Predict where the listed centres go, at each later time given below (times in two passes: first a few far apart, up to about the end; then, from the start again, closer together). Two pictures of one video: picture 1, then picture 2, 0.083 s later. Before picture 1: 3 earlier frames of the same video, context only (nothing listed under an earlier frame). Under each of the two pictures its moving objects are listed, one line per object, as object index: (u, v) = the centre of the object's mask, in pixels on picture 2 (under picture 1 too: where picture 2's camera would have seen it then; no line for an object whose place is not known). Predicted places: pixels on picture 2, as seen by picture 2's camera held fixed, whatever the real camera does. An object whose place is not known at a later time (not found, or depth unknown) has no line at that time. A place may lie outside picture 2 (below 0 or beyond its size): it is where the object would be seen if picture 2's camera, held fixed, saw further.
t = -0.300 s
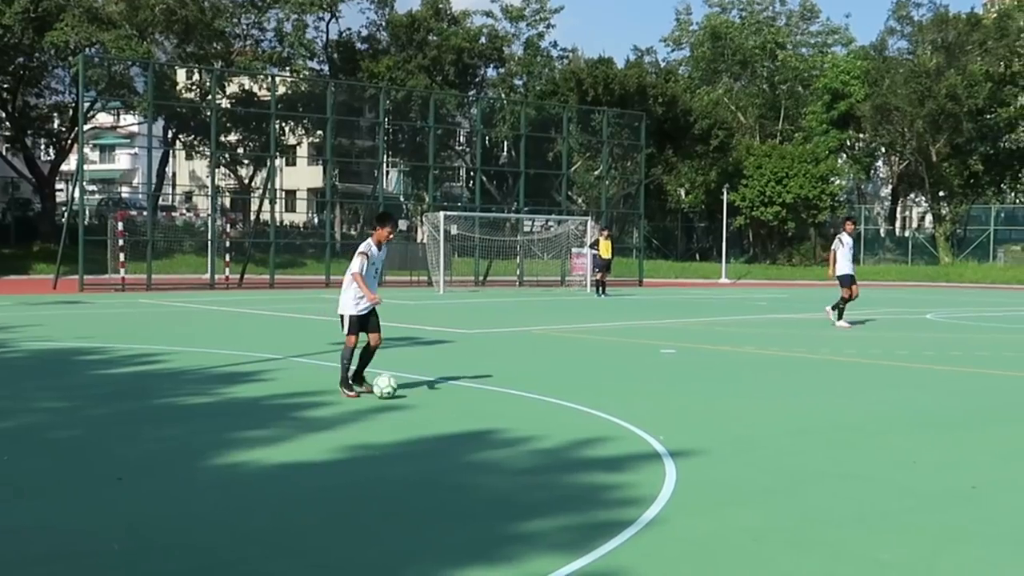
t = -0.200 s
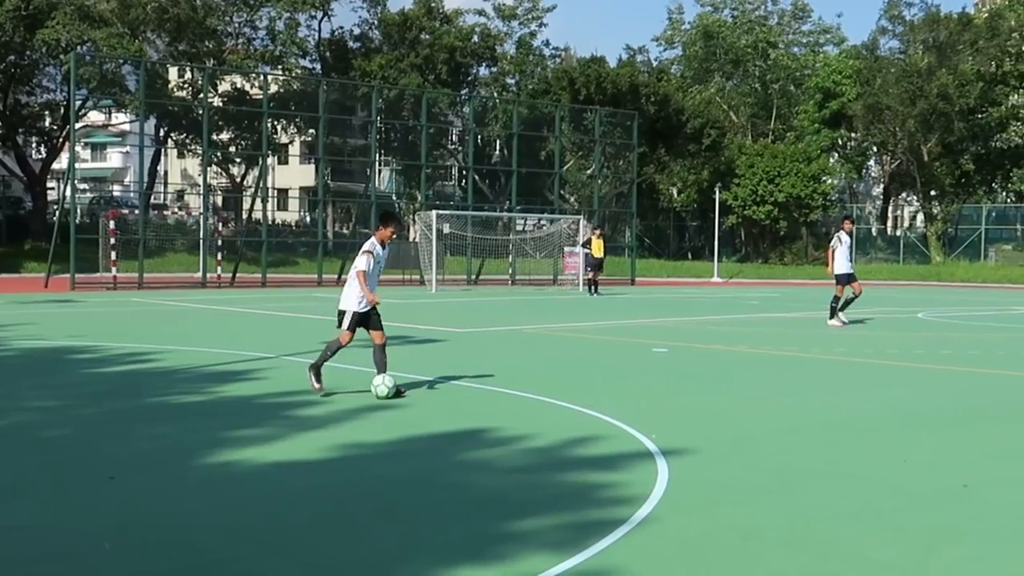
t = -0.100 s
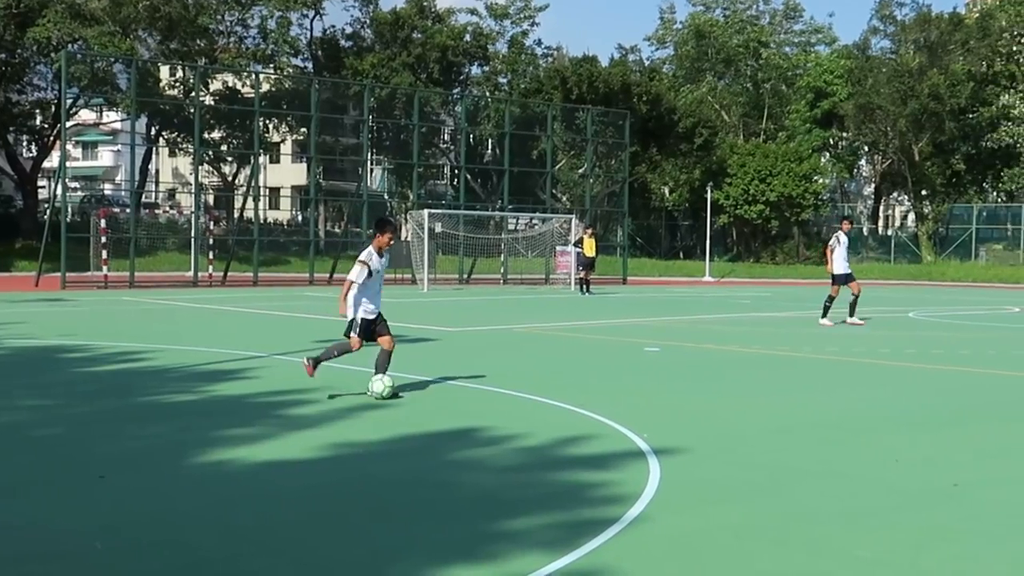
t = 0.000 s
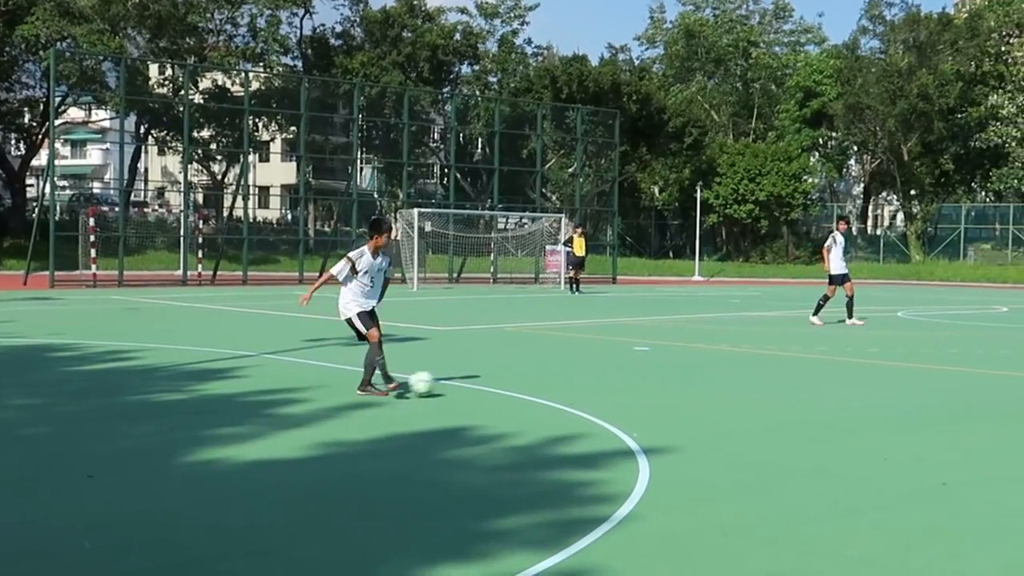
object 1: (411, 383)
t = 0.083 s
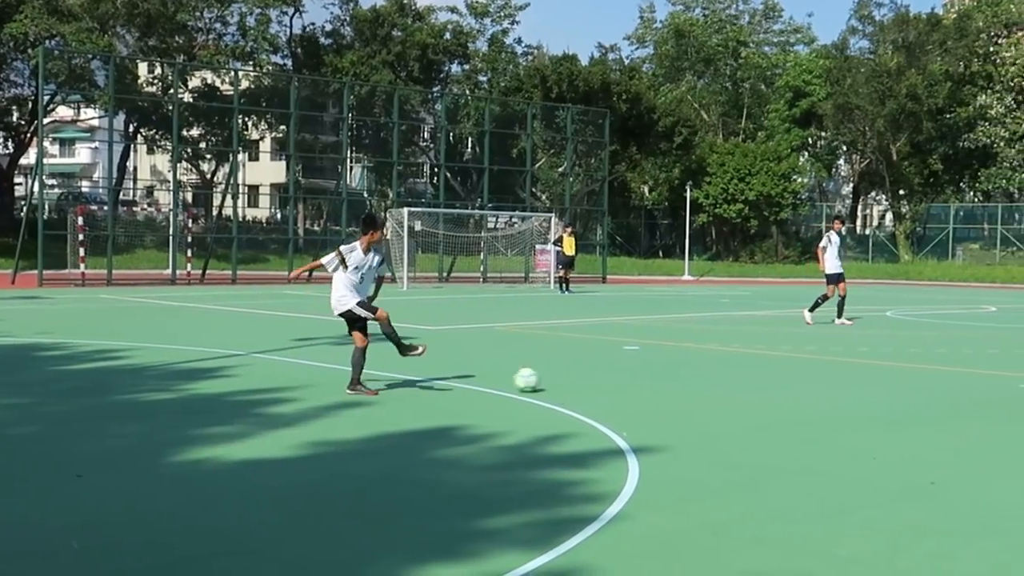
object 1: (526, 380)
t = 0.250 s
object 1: (713, 371)
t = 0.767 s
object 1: (1071, 356)
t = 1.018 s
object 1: (1186, 351)
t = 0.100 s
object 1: (547, 379)
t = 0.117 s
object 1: (566, 378)
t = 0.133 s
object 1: (586, 376)
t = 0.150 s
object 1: (605, 375)
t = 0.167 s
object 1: (624, 374)
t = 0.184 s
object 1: (643, 374)
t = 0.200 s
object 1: (661, 373)
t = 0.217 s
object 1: (679, 374)
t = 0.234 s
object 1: (697, 372)
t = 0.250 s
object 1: (713, 371)
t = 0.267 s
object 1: (729, 370)
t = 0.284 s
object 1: (745, 369)
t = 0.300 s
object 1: (762, 369)
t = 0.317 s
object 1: (777, 369)
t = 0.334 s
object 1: (793, 369)
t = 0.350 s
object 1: (807, 367)
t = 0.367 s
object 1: (820, 366)
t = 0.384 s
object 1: (834, 364)
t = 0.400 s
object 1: (847, 364)
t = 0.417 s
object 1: (860, 363)
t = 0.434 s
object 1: (873, 363)
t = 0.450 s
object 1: (886, 363)
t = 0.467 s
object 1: (900, 363)
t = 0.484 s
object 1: (912, 363)
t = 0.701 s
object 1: (1037, 357)
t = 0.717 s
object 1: (1046, 356)
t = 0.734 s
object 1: (1054, 356)
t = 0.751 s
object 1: (1063, 356)
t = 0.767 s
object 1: (1071, 356)
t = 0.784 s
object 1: (1079, 356)
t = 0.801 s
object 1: (1088, 355)
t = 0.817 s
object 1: (1095, 353)
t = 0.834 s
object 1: (1104, 353)
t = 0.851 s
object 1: (1111, 352)
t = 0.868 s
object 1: (1119, 352)
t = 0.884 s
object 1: (1126, 352)
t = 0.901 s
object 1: (1134, 352)
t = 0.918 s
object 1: (1141, 353)
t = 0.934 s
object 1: (1149, 352)
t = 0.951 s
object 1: (1157, 352)
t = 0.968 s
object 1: (1165, 351)
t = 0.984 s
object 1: (1172, 351)
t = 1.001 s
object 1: (1179, 351)
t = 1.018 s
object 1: (1186, 351)
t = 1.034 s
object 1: (1194, 351)
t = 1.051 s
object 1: (1201, 351)
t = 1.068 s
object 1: (1208, 351)
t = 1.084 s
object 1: (1215, 350)
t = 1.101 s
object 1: (1223, 350)
